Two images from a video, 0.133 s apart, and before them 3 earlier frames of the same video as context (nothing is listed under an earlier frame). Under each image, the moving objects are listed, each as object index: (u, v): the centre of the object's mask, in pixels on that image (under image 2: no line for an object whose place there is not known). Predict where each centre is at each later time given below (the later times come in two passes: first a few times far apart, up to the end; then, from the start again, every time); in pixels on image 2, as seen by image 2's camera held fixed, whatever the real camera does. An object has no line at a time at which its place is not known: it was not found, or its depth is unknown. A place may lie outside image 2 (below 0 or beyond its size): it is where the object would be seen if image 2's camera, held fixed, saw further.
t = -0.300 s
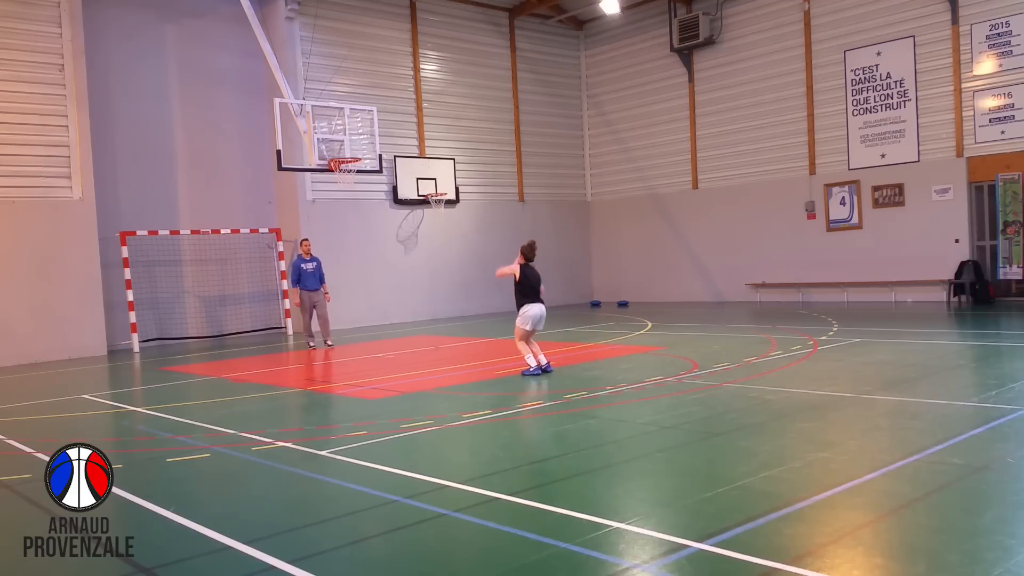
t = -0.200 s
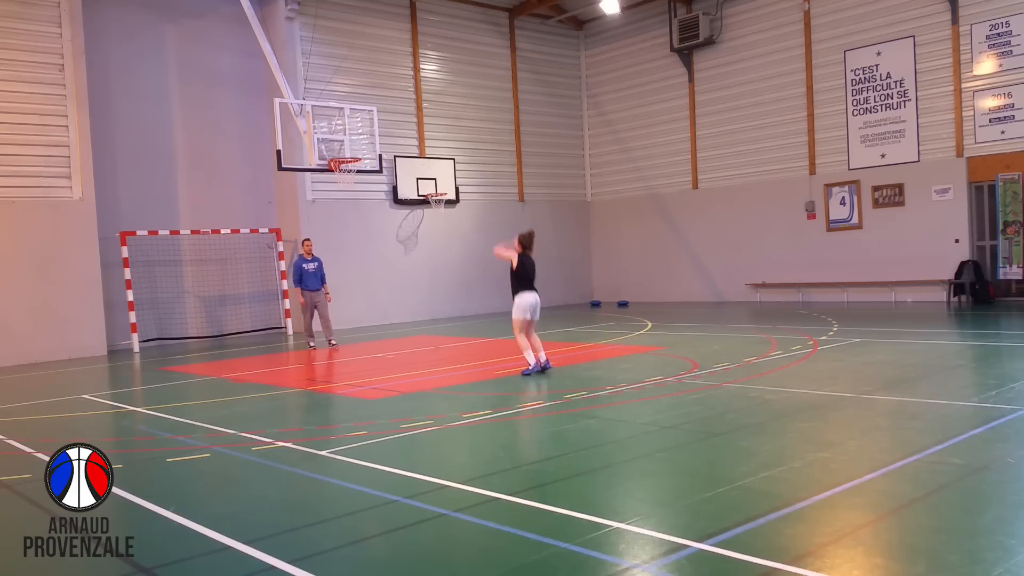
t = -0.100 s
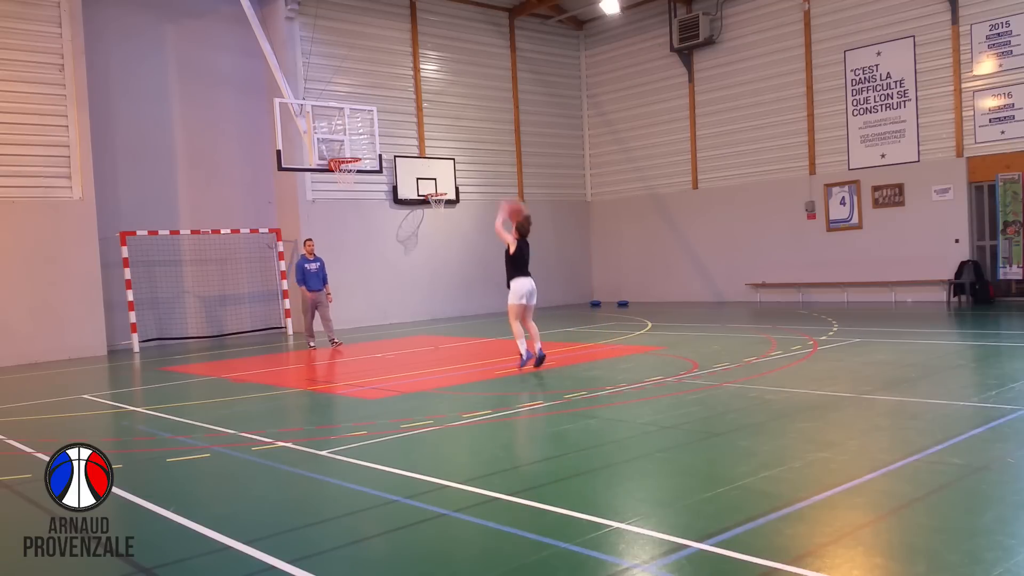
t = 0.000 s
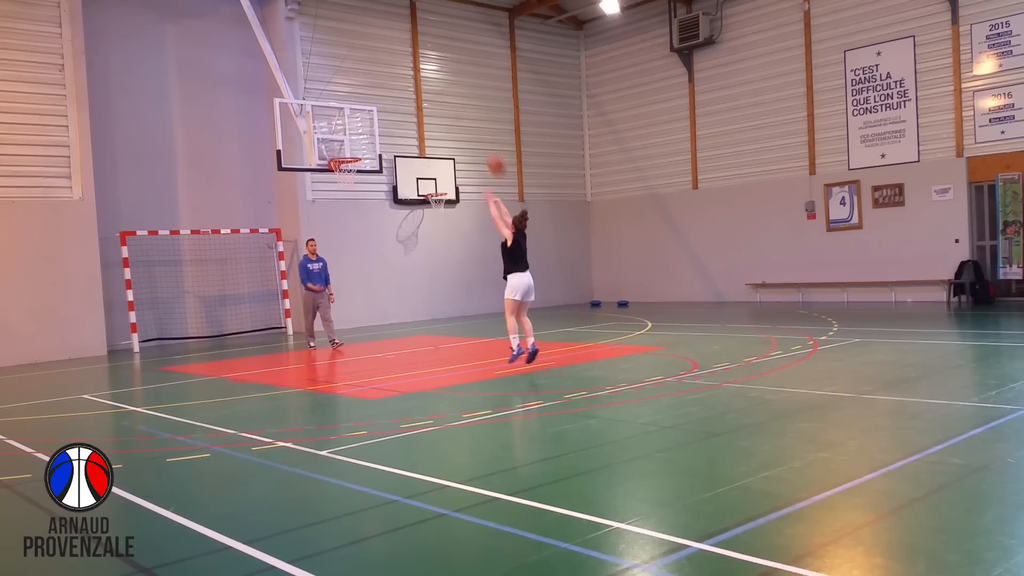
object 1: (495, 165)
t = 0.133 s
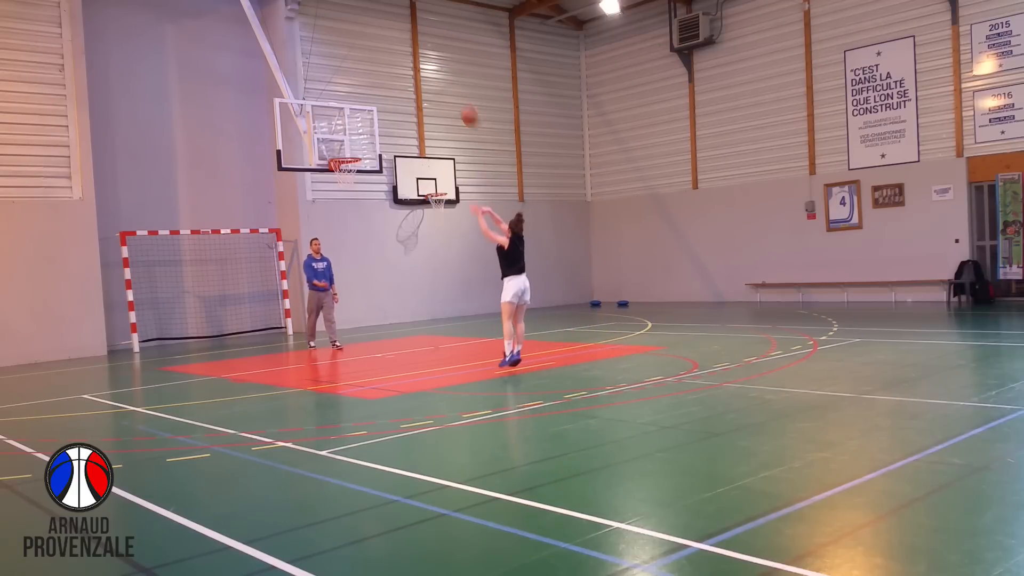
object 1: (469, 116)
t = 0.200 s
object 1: (458, 99)
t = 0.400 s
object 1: (425, 68)
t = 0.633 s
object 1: (394, 72)
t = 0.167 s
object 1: (464, 108)
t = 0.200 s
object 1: (458, 99)
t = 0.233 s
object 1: (452, 91)
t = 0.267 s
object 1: (447, 85)
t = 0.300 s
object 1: (442, 80)
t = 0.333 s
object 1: (436, 75)
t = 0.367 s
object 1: (431, 71)
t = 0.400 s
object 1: (425, 68)
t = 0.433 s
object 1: (420, 66)
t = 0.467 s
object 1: (416, 65)
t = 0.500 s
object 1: (411, 65)
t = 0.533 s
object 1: (407, 66)
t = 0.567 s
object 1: (402, 67)
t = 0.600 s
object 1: (398, 69)
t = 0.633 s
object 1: (394, 72)
